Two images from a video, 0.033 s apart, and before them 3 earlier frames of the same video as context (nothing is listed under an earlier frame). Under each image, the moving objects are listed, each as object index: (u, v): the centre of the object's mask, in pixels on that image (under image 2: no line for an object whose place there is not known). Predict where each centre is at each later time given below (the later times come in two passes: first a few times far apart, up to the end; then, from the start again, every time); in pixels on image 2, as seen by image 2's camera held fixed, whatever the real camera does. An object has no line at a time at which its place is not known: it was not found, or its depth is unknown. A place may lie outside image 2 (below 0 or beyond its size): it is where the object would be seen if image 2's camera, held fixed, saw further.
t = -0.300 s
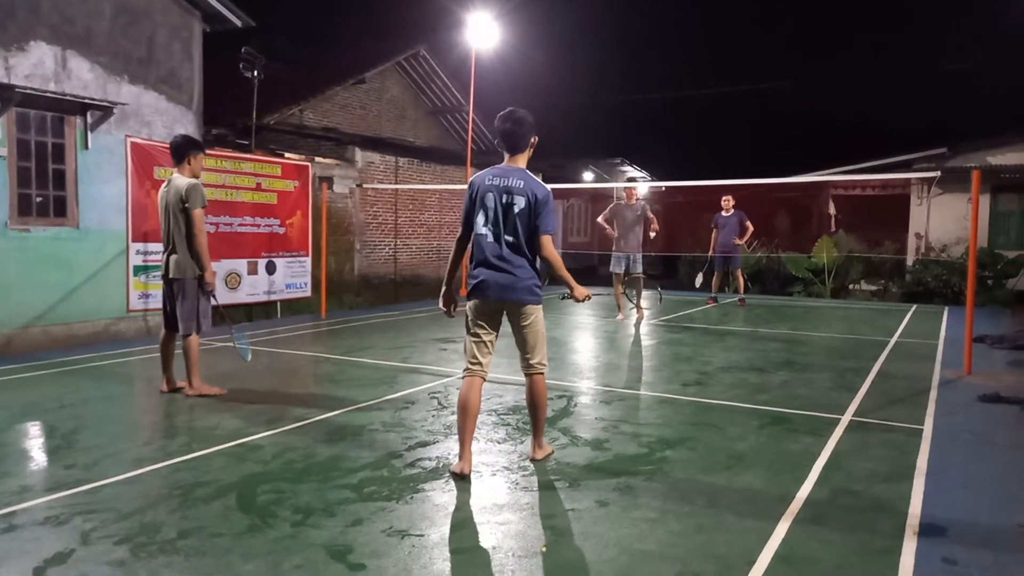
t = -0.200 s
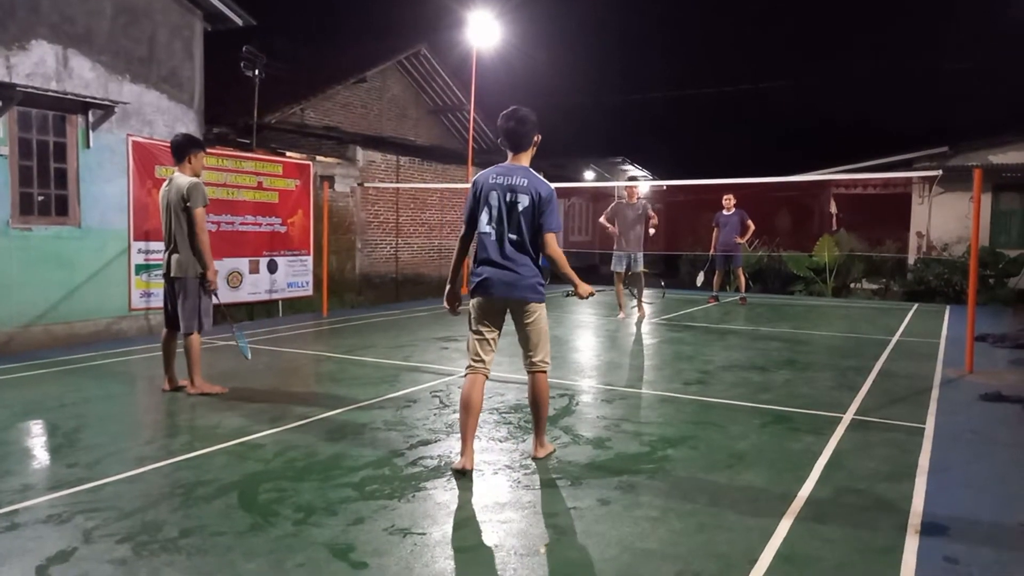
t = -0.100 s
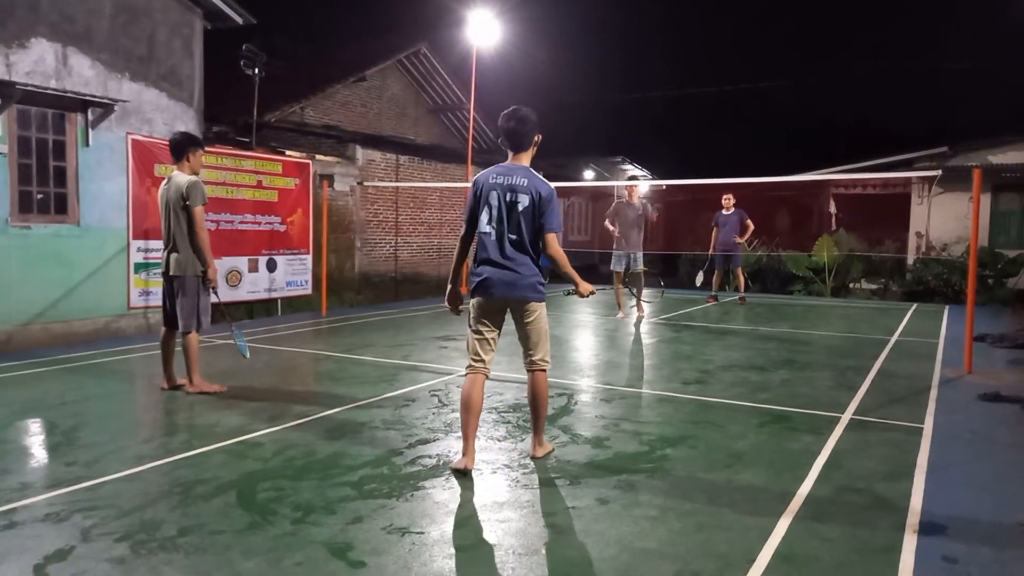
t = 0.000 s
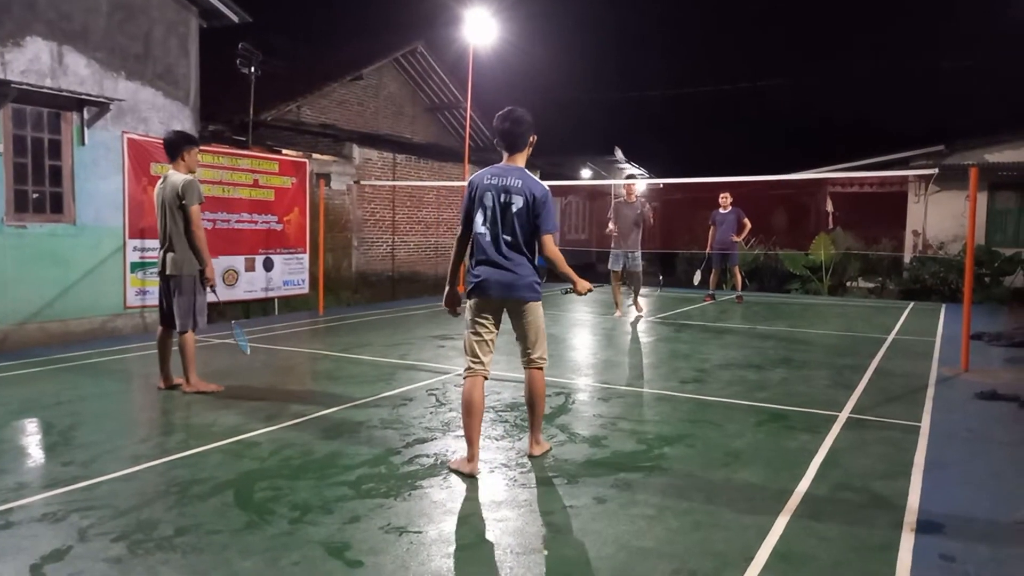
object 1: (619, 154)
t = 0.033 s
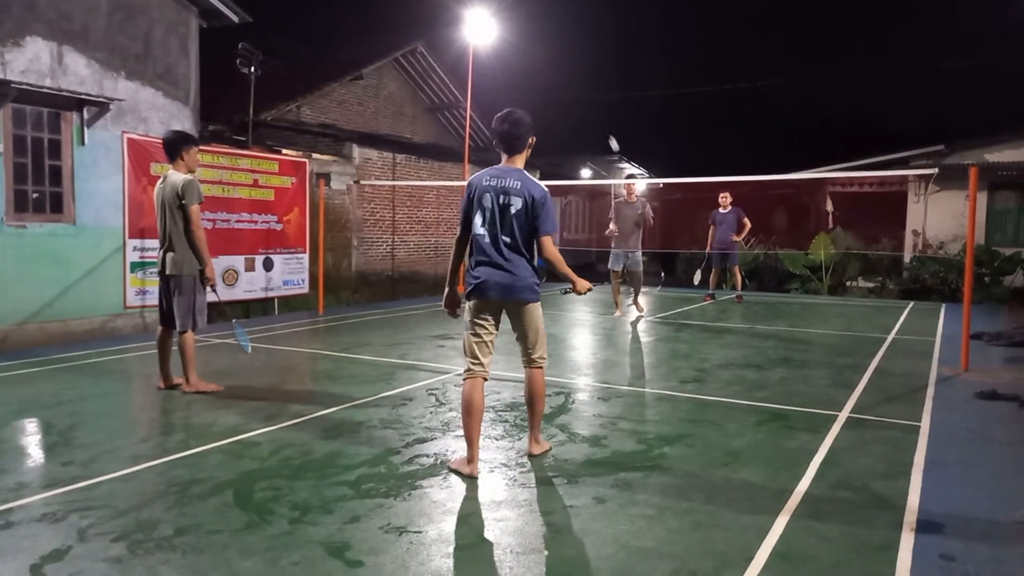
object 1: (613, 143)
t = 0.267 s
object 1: (576, 99)
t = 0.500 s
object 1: (535, 121)
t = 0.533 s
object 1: (529, 130)
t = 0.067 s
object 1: (608, 133)
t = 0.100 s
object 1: (603, 123)
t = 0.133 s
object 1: (598, 116)
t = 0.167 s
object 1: (593, 110)
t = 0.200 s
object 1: (588, 105)
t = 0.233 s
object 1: (582, 101)
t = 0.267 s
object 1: (576, 99)
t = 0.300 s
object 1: (571, 98)
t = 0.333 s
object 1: (565, 98)
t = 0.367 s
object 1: (559, 100)
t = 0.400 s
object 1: (553, 102)
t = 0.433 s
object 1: (547, 106)
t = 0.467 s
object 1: (541, 113)
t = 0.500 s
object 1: (535, 121)
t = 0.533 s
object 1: (529, 130)
